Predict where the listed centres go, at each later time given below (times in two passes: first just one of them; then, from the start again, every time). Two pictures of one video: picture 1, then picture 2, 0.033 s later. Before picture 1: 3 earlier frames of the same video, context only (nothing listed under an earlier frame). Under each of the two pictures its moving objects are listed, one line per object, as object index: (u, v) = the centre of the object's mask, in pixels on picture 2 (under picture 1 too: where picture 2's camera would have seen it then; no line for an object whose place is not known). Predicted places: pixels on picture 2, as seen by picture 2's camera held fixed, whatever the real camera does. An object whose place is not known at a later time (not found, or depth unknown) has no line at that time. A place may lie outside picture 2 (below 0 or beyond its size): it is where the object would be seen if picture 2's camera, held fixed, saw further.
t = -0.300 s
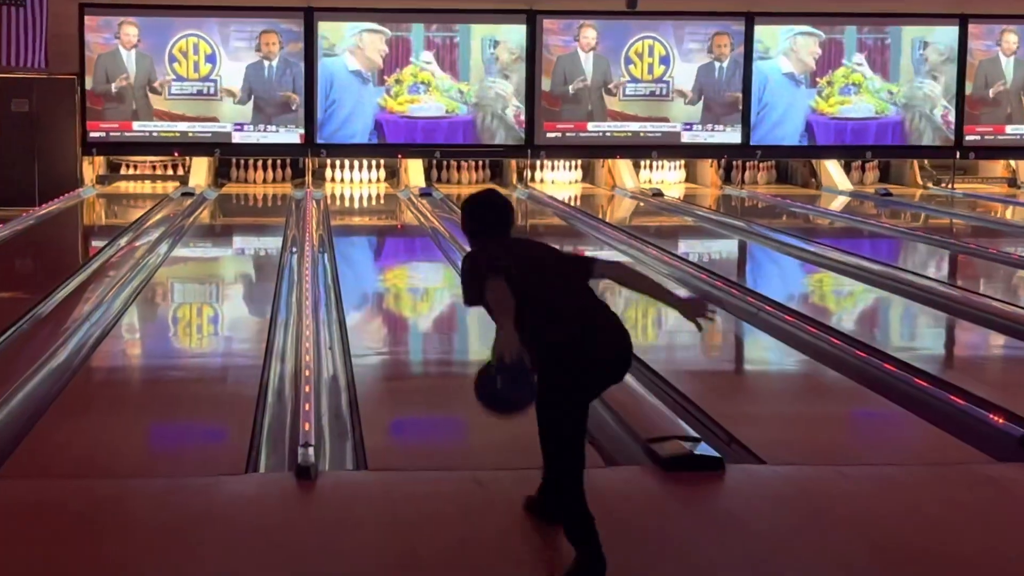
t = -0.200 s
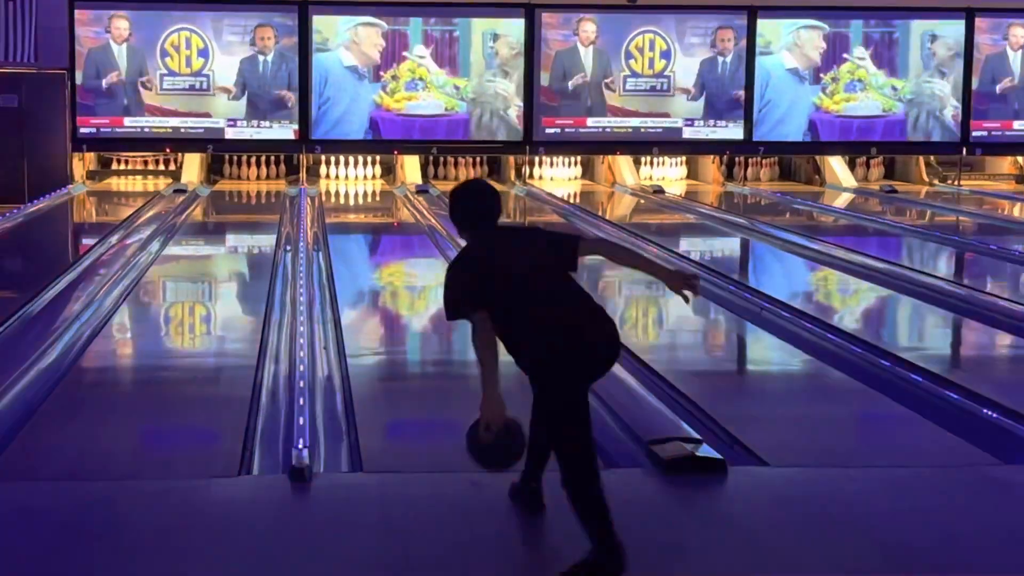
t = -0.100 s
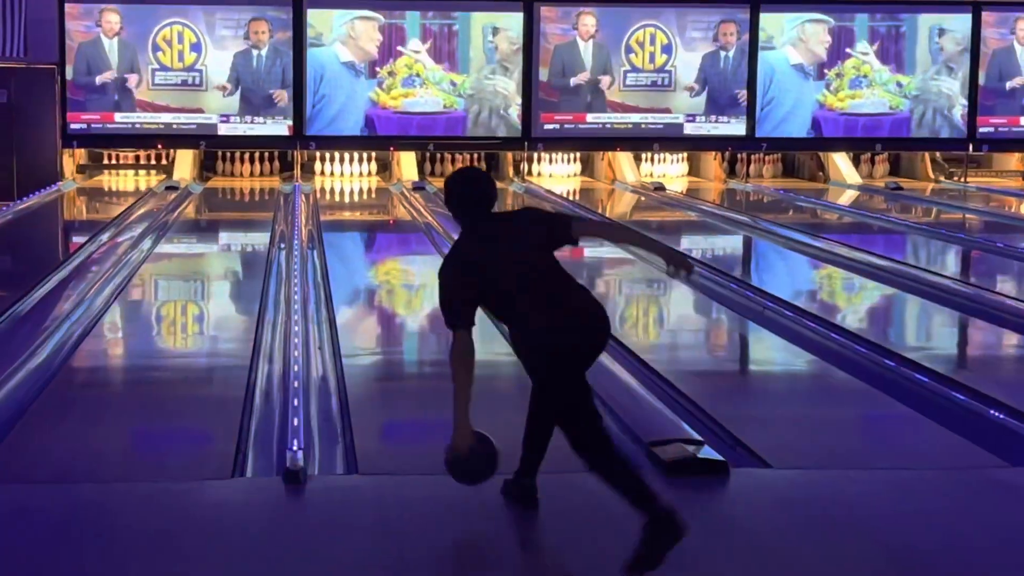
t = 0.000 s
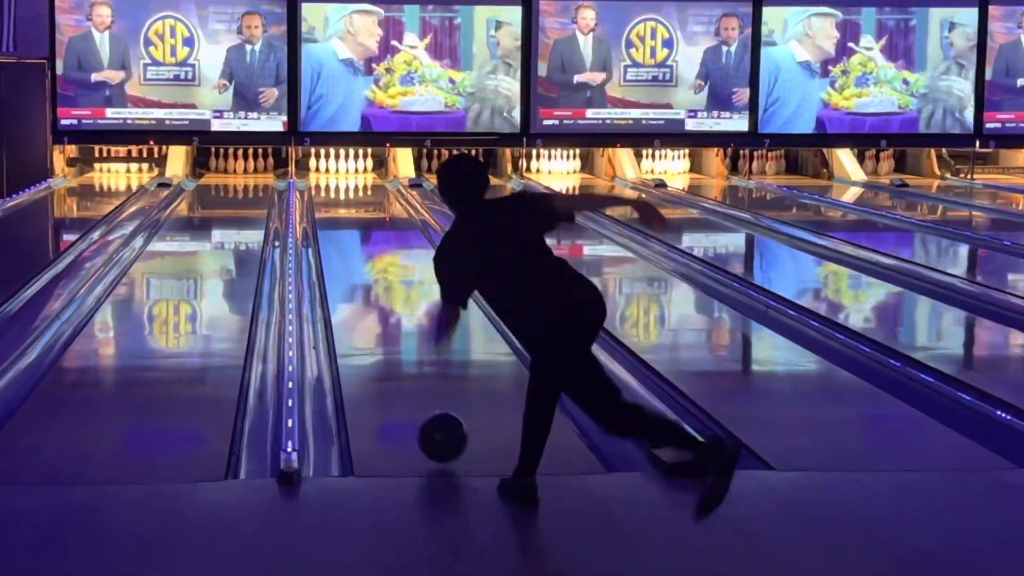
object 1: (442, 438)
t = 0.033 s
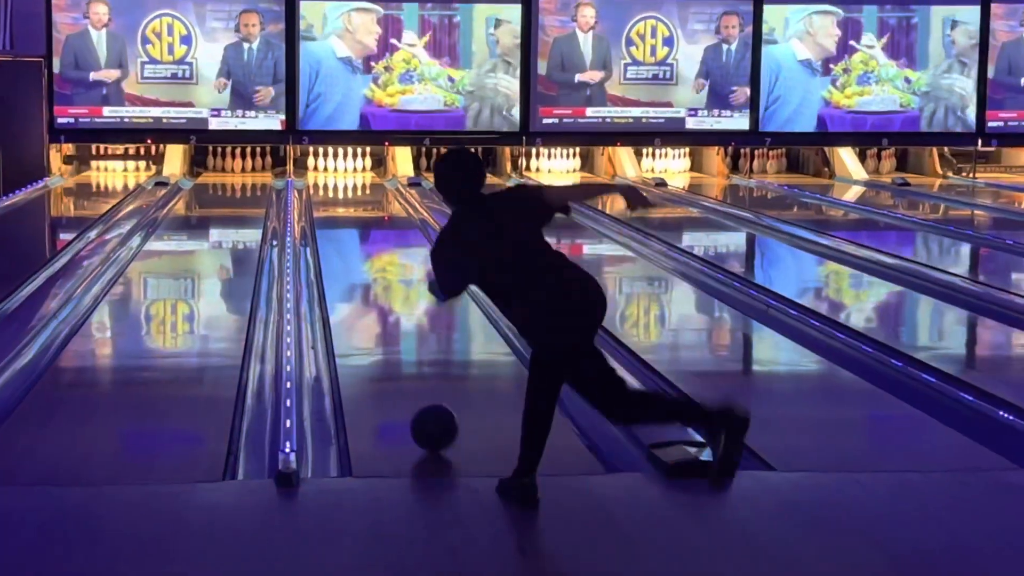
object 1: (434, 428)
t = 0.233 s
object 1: (398, 366)
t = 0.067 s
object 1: (428, 416)
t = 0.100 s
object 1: (421, 406)
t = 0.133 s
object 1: (415, 395)
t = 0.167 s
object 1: (409, 384)
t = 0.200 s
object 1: (404, 375)
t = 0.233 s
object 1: (398, 366)
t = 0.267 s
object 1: (394, 359)
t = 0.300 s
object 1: (389, 351)
